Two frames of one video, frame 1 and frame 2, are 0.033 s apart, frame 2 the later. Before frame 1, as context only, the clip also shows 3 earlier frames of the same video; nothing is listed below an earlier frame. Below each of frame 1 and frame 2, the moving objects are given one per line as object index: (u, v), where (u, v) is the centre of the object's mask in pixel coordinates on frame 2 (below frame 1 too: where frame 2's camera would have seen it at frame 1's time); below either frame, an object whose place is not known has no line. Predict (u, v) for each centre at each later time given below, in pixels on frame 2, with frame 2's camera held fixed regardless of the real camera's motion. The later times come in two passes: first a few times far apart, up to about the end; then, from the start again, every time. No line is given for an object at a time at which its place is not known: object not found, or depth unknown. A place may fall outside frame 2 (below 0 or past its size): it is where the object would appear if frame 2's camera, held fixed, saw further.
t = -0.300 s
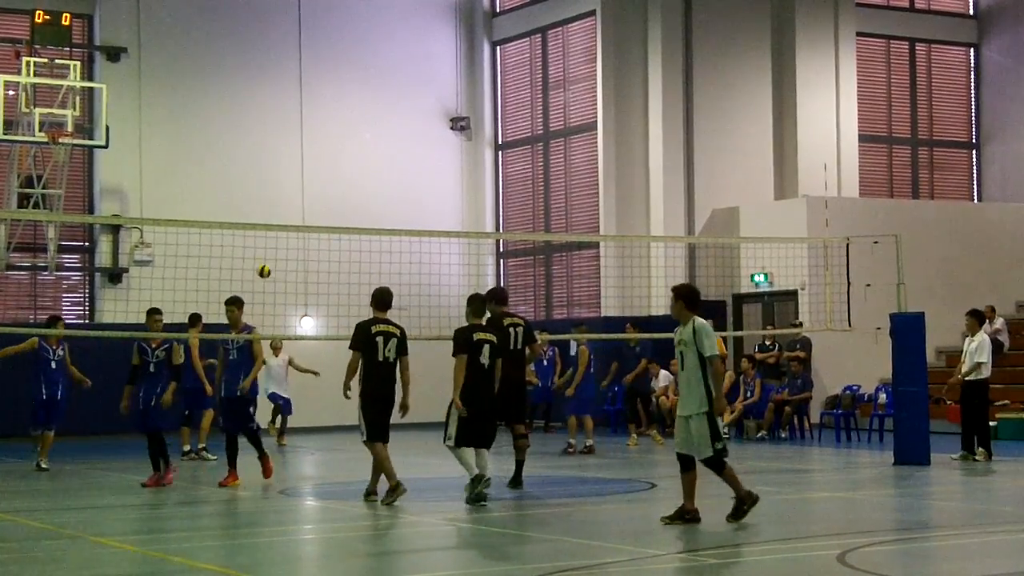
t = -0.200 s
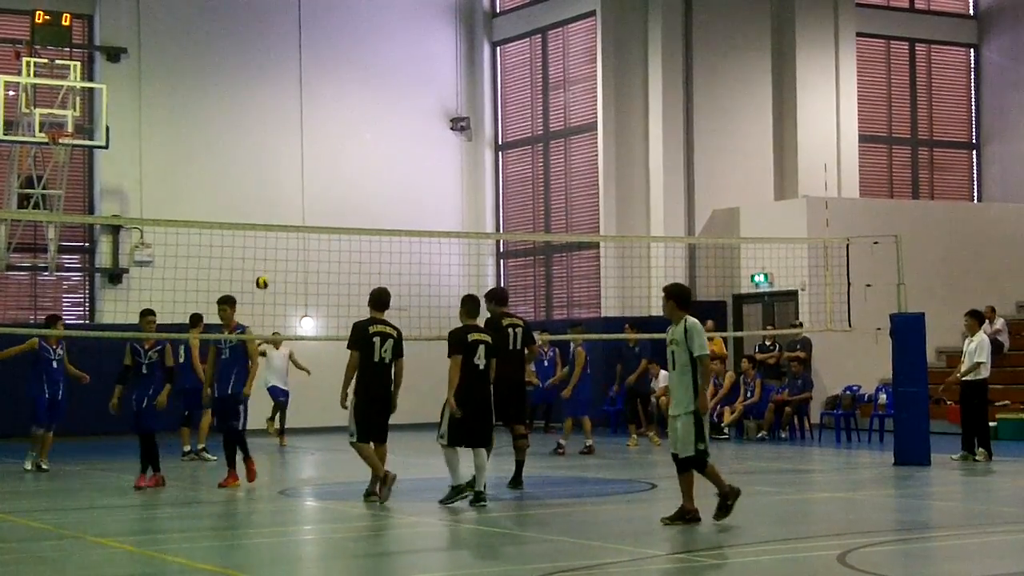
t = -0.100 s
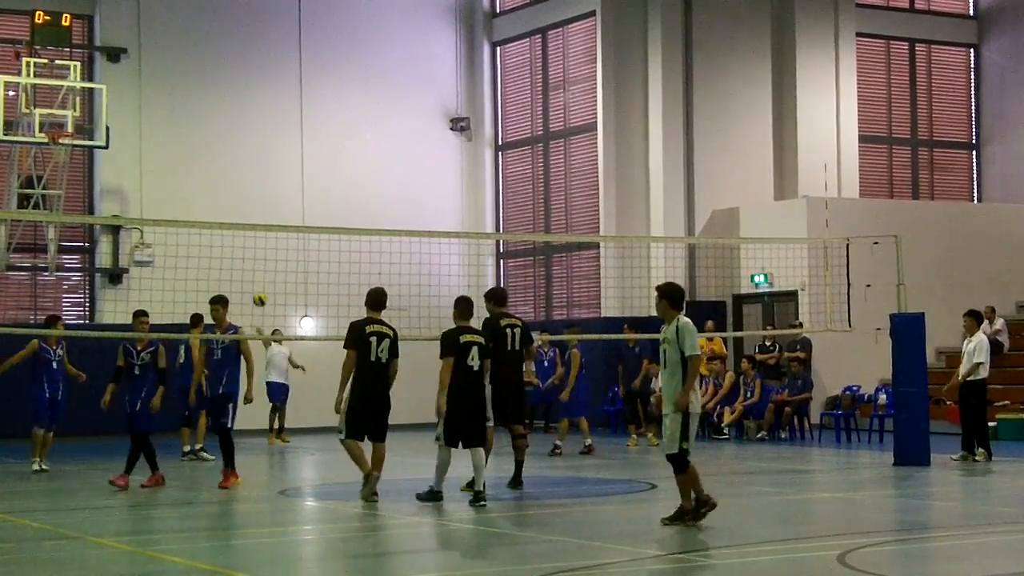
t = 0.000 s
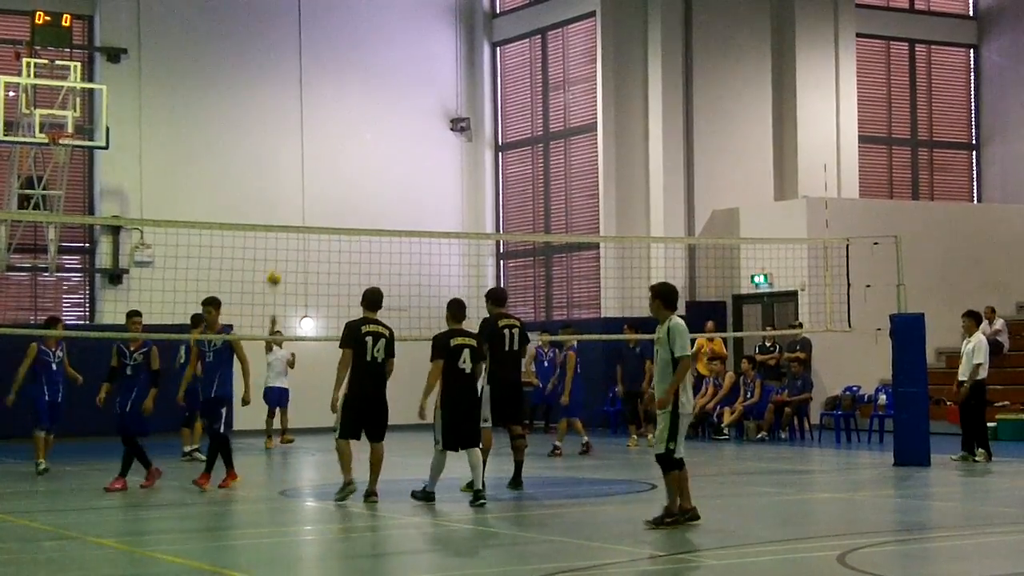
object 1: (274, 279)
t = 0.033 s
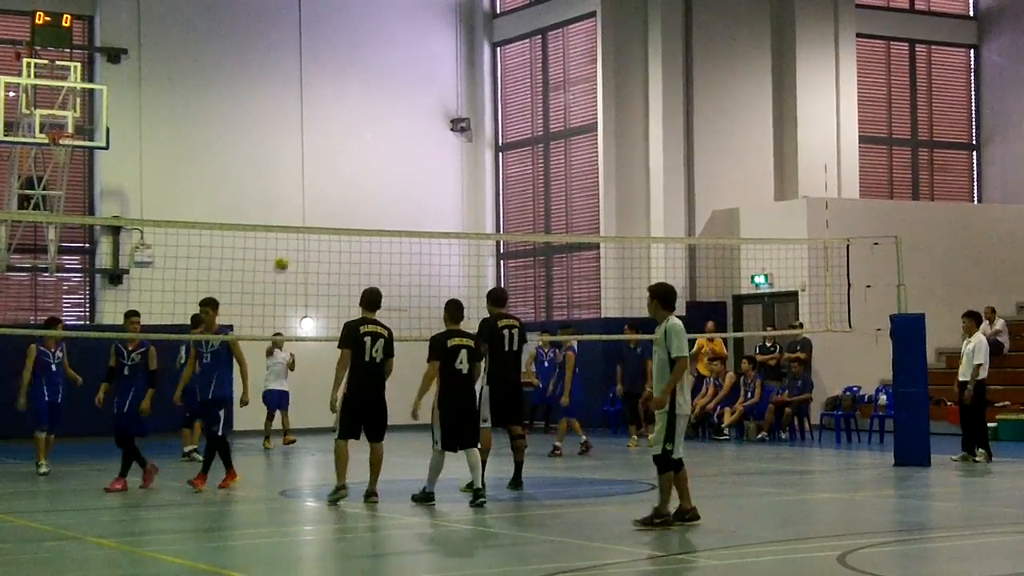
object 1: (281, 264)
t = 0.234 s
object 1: (323, 182)
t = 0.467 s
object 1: (391, 111)
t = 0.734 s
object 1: (497, 74)
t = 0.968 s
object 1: (606, 94)
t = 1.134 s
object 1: (694, 152)
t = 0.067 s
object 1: (288, 250)
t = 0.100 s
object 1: (294, 237)
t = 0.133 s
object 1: (302, 220)
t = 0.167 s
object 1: (308, 208)
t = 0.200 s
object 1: (316, 195)
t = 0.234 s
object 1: (323, 182)
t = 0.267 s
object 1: (332, 170)
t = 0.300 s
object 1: (342, 158)
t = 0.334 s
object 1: (350, 147)
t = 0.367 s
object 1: (360, 137)
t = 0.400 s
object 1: (370, 127)
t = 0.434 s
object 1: (380, 119)
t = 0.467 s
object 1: (391, 111)
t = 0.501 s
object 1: (402, 103)
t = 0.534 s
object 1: (414, 97)
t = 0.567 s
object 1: (427, 90)
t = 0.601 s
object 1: (440, 85)
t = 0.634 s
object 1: (454, 81)
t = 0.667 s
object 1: (468, 77)
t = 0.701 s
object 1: (482, 74)
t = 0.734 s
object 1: (497, 74)
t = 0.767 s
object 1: (511, 74)
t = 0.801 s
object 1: (526, 74)
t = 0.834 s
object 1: (541, 75)
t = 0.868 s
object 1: (557, 78)
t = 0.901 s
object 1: (573, 82)
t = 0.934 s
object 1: (589, 87)
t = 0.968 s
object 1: (606, 94)
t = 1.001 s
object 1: (624, 102)
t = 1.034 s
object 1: (639, 112)
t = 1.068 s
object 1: (657, 124)
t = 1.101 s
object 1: (676, 137)
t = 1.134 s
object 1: (694, 152)
